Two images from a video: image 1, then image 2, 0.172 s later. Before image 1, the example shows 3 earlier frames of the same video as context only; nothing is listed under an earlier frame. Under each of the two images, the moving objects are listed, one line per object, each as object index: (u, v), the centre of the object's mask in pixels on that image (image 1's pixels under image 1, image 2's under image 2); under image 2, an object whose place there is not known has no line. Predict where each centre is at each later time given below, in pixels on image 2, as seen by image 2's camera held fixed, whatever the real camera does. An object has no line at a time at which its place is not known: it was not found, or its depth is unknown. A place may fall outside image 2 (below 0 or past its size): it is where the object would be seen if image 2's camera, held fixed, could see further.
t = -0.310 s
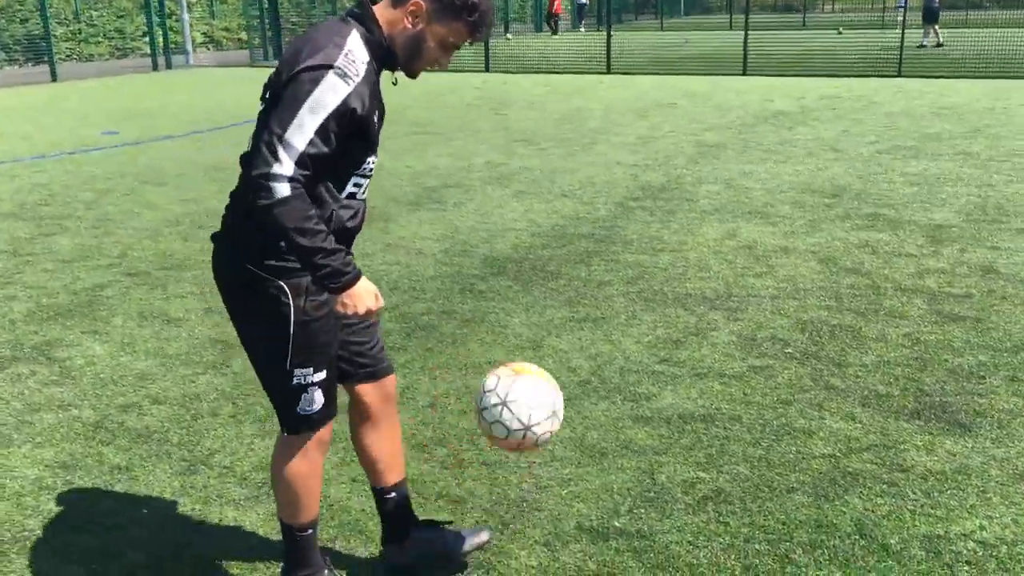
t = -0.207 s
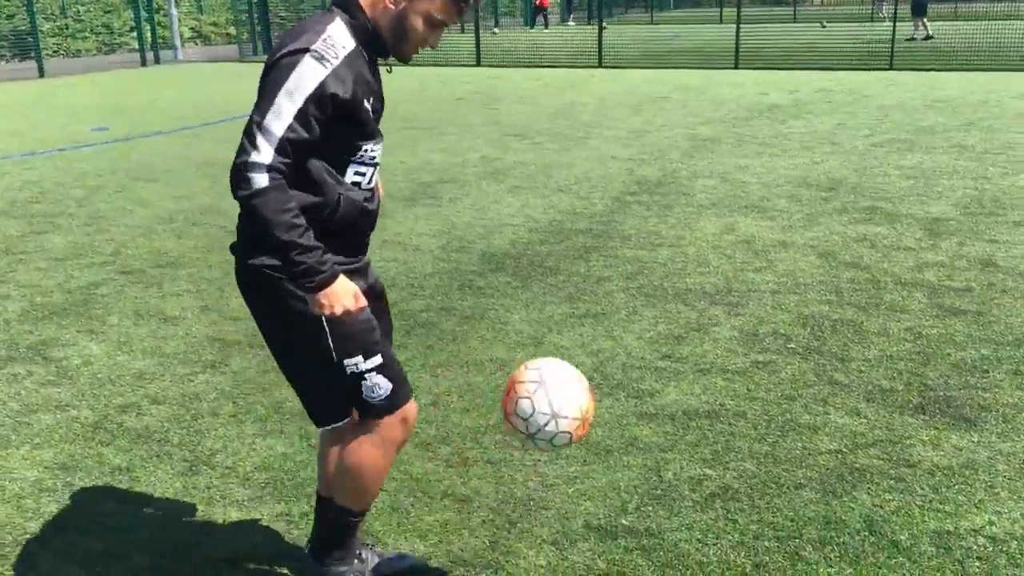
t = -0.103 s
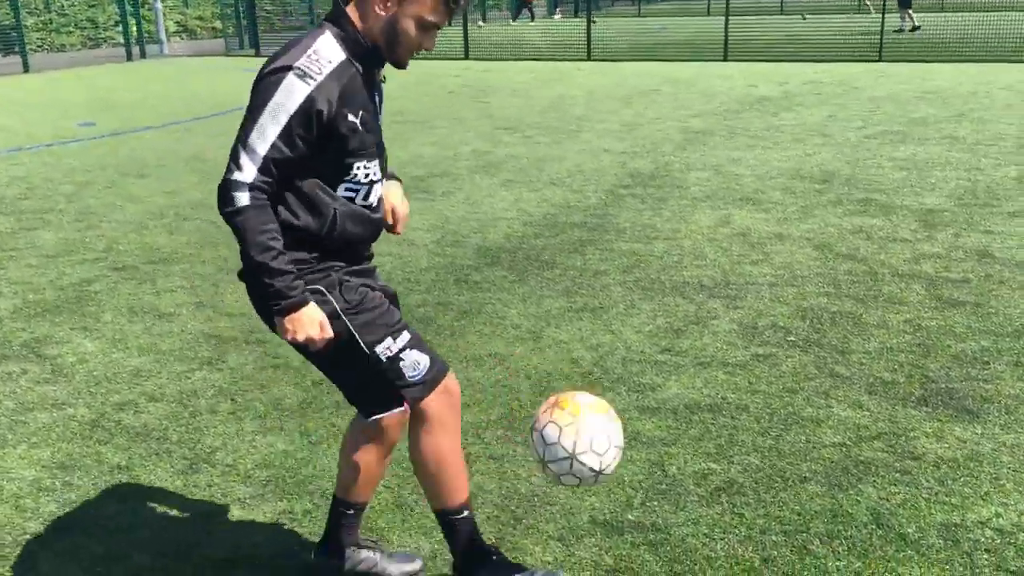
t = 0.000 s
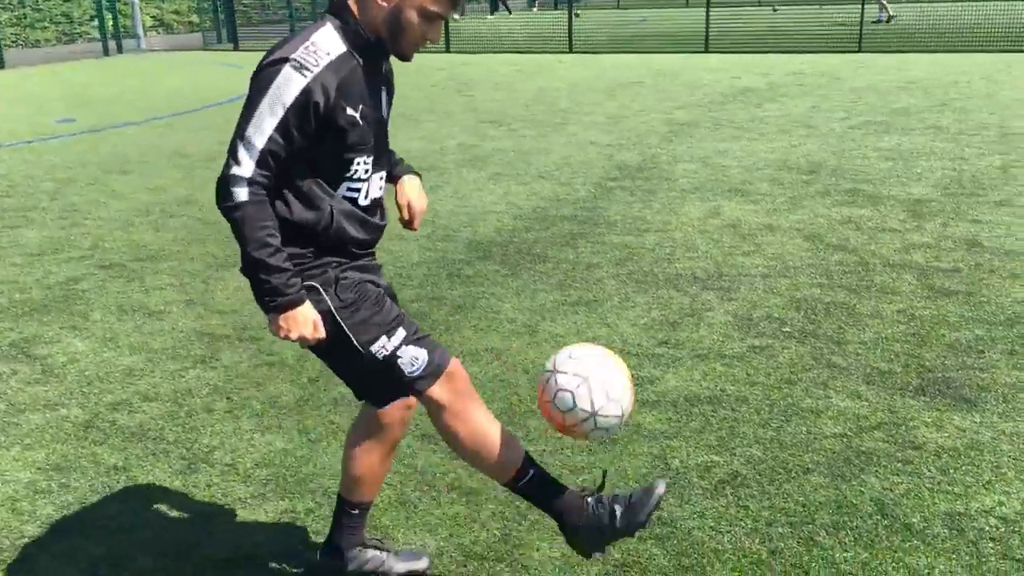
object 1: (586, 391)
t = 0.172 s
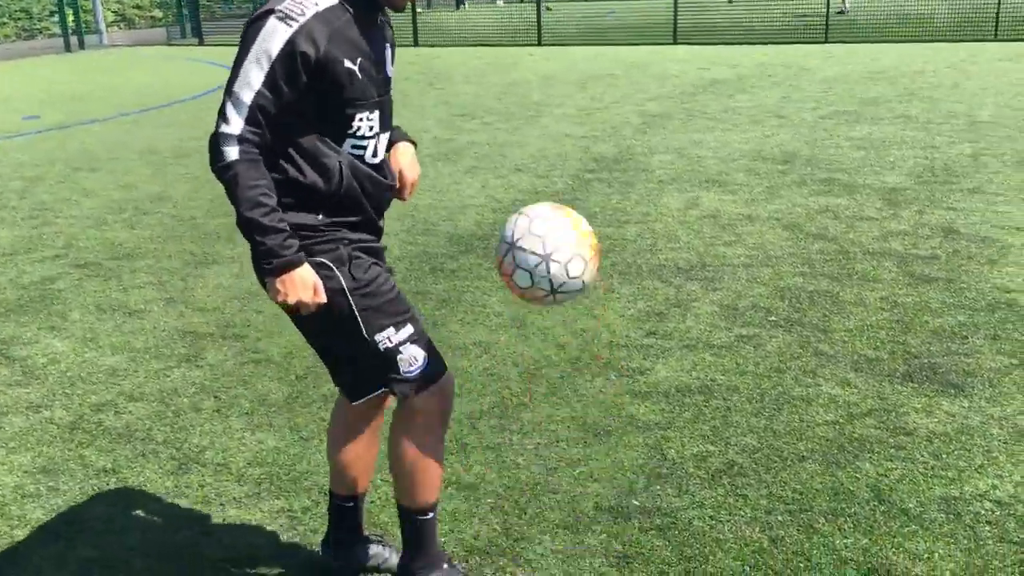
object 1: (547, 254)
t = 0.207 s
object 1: (540, 242)
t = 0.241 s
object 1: (533, 235)
